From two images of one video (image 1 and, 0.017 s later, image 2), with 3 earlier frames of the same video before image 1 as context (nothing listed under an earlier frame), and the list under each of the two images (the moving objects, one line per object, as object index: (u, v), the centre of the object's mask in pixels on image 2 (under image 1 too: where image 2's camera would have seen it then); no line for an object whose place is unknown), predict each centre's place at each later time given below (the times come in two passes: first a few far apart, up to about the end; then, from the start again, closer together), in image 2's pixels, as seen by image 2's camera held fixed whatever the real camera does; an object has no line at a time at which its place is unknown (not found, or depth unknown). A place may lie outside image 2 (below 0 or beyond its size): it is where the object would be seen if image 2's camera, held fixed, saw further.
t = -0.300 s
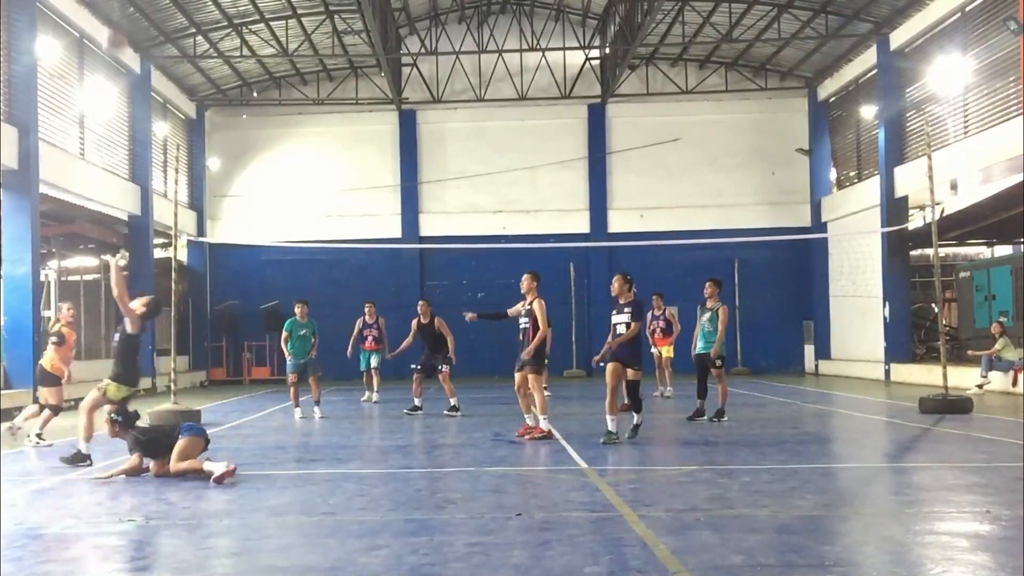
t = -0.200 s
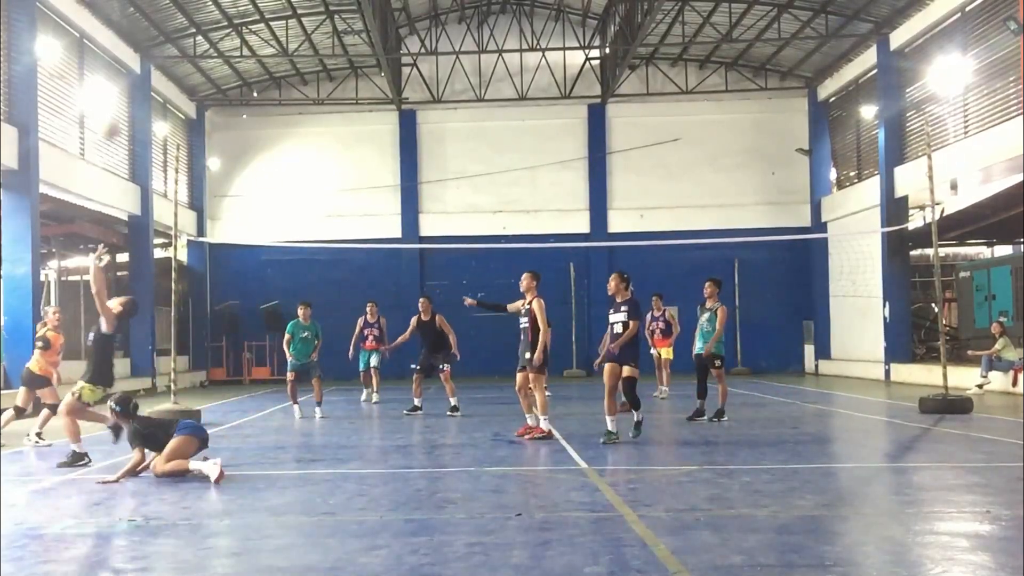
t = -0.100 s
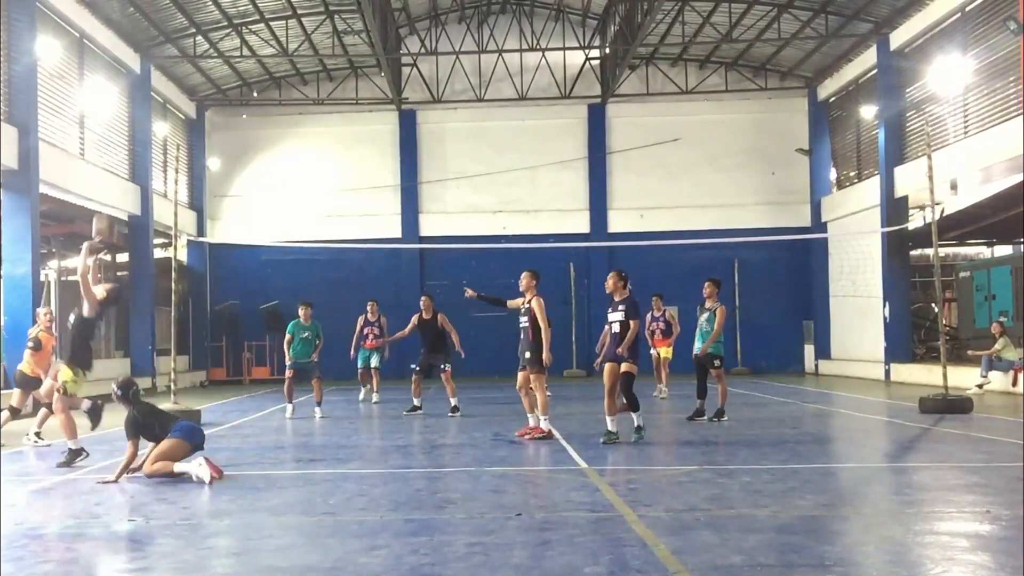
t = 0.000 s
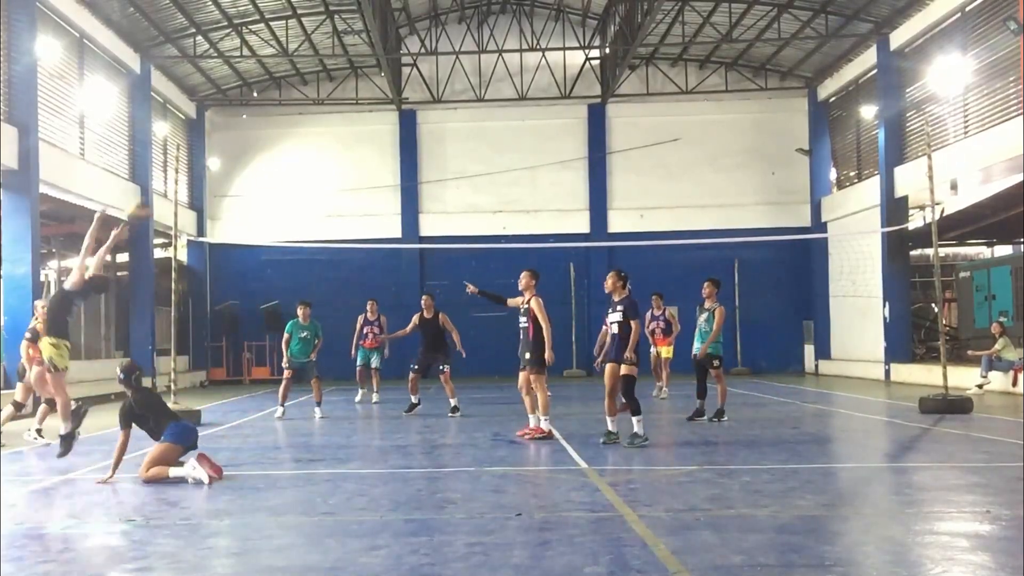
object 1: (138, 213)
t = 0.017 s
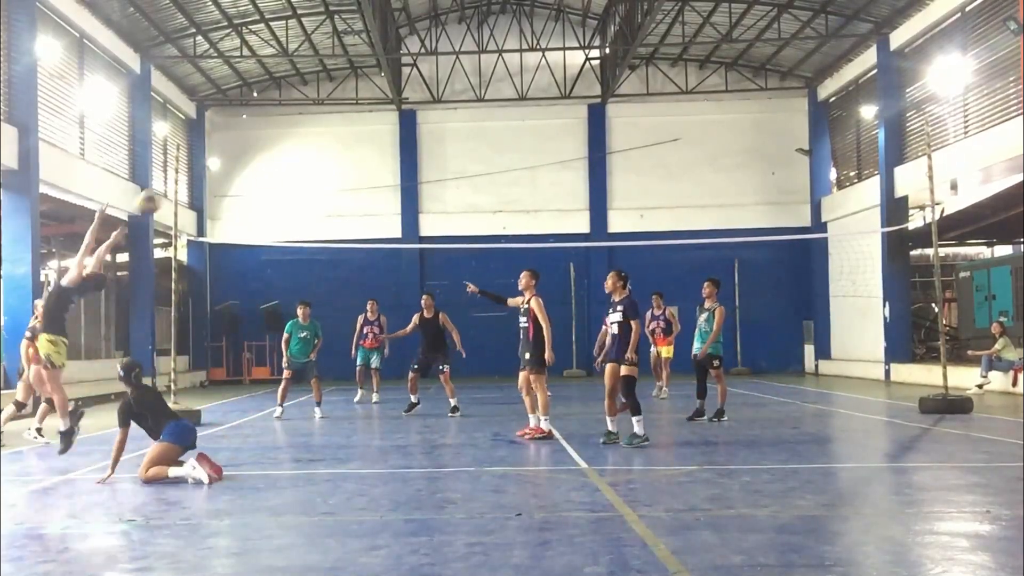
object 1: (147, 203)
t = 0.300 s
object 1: (305, 90)
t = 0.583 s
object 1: (465, 68)
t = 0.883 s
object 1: (634, 142)
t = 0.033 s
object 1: (155, 195)
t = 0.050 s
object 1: (168, 187)
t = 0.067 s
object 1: (175, 176)
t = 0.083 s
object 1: (185, 168)
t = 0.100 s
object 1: (194, 159)
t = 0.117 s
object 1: (202, 151)
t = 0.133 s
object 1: (213, 145)
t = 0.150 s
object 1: (222, 138)
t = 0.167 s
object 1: (231, 132)
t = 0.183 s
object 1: (240, 127)
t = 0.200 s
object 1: (251, 120)
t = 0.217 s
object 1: (259, 115)
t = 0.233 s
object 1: (267, 109)
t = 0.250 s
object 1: (277, 104)
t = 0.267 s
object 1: (287, 99)
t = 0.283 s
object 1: (296, 94)
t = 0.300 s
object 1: (305, 90)
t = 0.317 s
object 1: (314, 88)
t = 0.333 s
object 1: (323, 84)
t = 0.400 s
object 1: (359, 72)
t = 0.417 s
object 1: (371, 71)
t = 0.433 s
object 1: (379, 69)
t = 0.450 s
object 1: (389, 66)
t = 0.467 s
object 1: (397, 66)
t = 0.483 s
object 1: (406, 65)
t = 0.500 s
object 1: (416, 65)
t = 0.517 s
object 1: (425, 66)
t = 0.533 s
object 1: (436, 65)
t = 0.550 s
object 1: (445, 66)
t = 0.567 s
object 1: (456, 67)
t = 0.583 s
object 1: (465, 68)
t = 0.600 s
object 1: (473, 70)
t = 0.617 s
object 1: (483, 71)
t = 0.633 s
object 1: (491, 73)
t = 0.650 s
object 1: (501, 76)
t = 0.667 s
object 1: (510, 79)
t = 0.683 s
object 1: (520, 83)
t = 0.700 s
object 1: (531, 85)
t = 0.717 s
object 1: (539, 88)
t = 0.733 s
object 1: (550, 92)
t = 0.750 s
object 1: (557, 97)
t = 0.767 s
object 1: (567, 101)
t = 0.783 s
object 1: (577, 106)
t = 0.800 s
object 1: (586, 111)
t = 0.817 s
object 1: (595, 115)
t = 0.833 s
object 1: (603, 121)
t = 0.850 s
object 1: (613, 128)
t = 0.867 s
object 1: (623, 135)
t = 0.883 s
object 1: (634, 142)
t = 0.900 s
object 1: (643, 148)
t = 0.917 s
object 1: (652, 155)
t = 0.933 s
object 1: (661, 163)
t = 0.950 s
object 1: (671, 171)
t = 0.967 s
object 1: (680, 180)
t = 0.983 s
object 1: (690, 189)
